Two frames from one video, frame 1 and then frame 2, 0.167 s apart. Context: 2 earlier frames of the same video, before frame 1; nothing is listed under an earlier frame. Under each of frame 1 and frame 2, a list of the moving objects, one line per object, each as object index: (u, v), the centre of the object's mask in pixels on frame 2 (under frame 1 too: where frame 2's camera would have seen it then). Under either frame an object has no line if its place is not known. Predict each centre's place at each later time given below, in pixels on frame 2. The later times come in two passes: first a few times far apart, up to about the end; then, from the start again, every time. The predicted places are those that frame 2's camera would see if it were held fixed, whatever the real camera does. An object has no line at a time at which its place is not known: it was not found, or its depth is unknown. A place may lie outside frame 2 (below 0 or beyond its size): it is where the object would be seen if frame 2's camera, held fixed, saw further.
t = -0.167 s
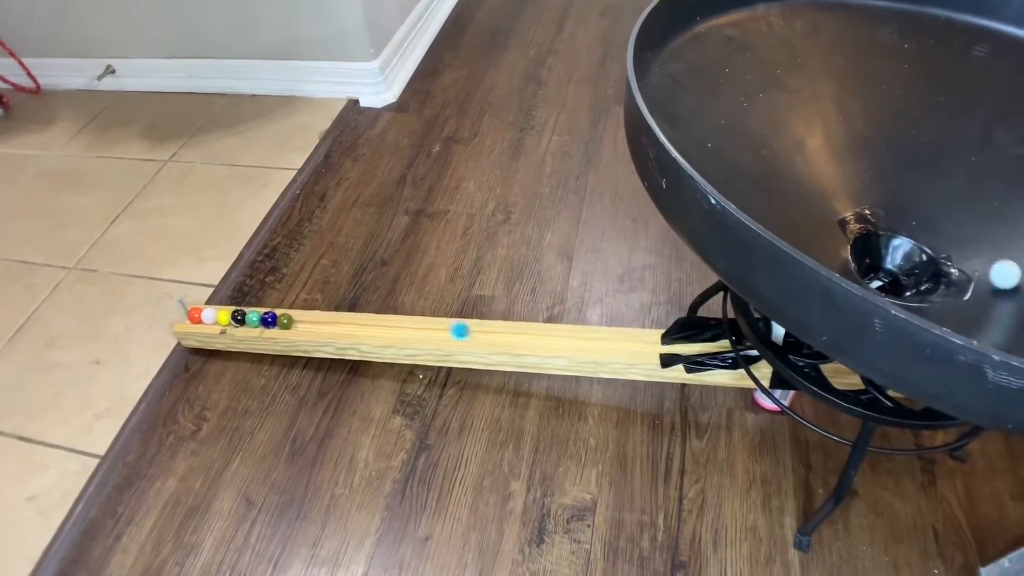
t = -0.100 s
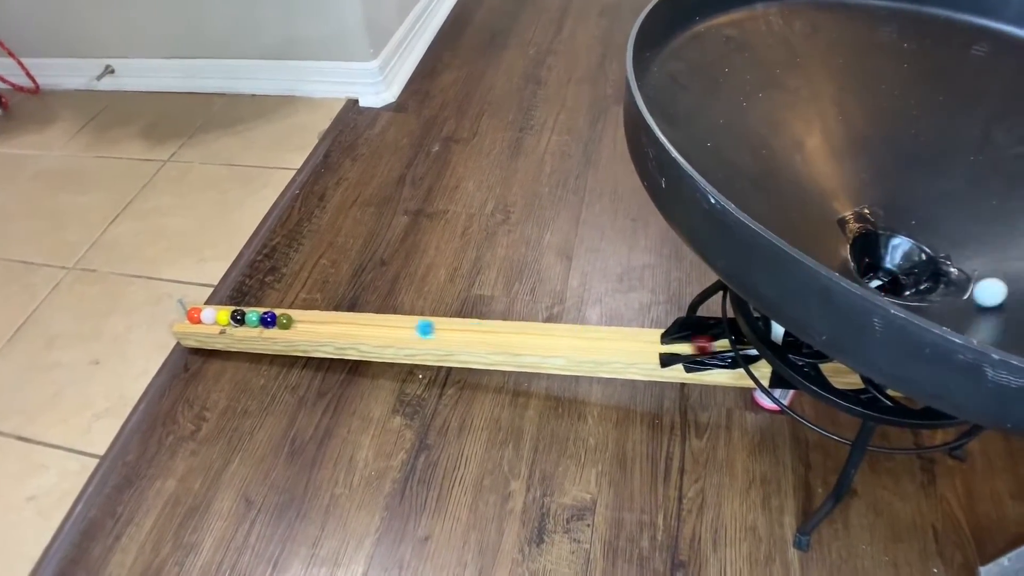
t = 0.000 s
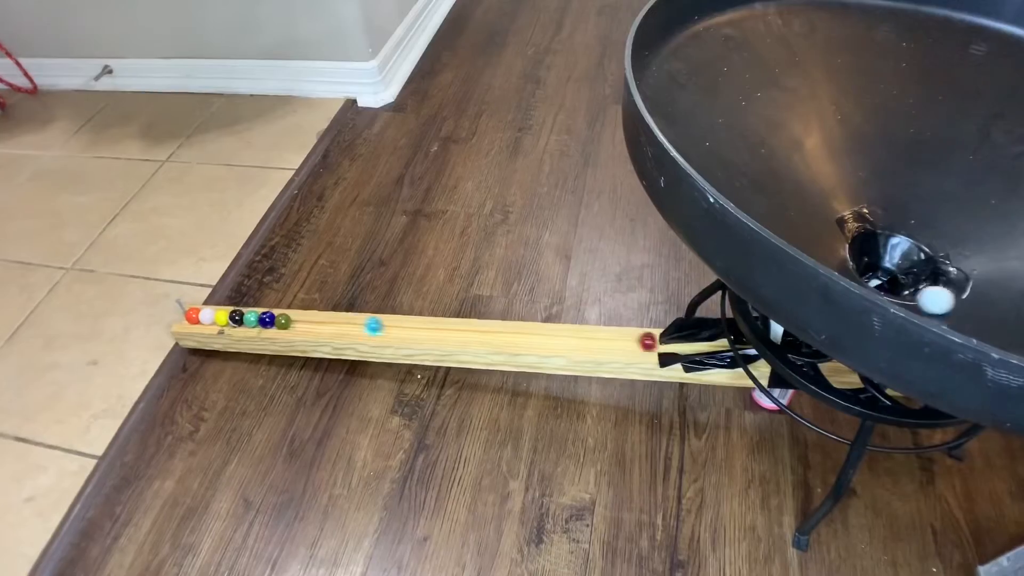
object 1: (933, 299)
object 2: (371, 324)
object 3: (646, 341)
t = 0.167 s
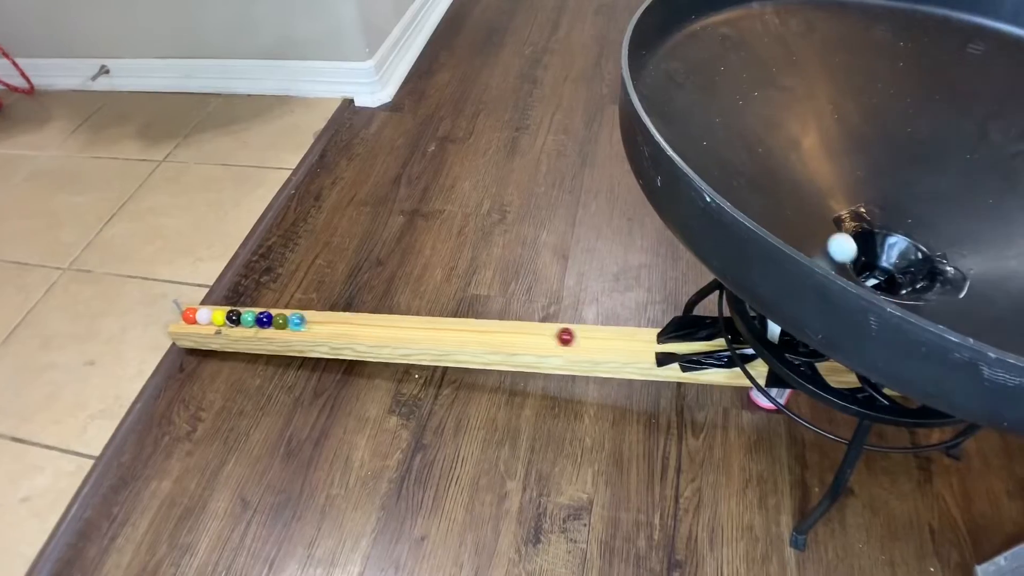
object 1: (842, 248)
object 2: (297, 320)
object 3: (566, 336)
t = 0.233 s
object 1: (836, 220)
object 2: (305, 321)
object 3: (534, 335)
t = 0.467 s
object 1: (925, 204)
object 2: (295, 322)
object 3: (428, 329)
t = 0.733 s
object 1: (965, 289)
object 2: (295, 321)
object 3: (314, 322)
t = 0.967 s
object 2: (295, 322)
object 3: (312, 322)
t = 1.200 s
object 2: (295, 322)
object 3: (311, 322)
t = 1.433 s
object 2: (295, 321)
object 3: (311, 322)
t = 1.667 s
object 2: (295, 322)
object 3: (311, 322)
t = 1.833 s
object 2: (295, 321)
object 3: (311, 322)
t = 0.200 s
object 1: (837, 234)
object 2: (304, 321)
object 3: (550, 335)
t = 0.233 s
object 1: (836, 220)
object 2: (305, 321)
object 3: (534, 335)
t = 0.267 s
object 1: (841, 209)
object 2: (302, 321)
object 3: (519, 334)
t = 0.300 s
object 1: (849, 201)
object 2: (300, 321)
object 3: (504, 333)
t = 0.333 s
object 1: (861, 196)
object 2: (298, 322)
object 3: (488, 332)
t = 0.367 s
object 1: (875, 194)
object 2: (297, 321)
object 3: (473, 332)
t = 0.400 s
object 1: (891, 195)
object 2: (296, 321)
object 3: (458, 331)
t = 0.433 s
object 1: (908, 198)
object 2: (295, 321)
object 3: (443, 330)
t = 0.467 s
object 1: (925, 204)
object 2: (295, 322)
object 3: (428, 329)
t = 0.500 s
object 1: (941, 212)
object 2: (295, 322)
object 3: (413, 328)
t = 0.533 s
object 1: (956, 222)
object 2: (295, 322)
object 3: (399, 327)
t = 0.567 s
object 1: (968, 234)
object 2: (295, 321)
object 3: (384, 326)
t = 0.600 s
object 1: (976, 246)
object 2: (295, 321)
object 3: (369, 326)
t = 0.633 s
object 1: (980, 258)
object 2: (295, 321)
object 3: (355, 325)
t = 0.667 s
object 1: (980, 270)
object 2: (295, 322)
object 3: (341, 324)
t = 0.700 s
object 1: (975, 281)
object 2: (295, 321)
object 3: (328, 323)
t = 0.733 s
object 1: (965, 289)
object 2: (295, 321)
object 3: (314, 322)
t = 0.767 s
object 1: (950, 294)
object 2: (296, 322)
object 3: (317, 322)
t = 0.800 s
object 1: (933, 296)
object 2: (298, 322)
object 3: (318, 322)
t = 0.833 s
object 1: (913, 294)
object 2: (298, 322)
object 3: (315, 323)
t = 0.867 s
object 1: (893, 289)
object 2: (298, 322)
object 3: (315, 323)
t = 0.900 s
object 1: (874, 280)
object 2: (297, 322)
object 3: (314, 322)
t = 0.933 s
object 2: (296, 322)
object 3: (313, 322)
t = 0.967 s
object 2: (295, 322)
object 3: (312, 322)
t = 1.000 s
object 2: (295, 322)
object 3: (311, 322)
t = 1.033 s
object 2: (295, 322)
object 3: (311, 322)
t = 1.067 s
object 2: (295, 322)
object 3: (311, 322)
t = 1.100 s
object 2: (295, 322)
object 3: (311, 322)
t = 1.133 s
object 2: (295, 322)
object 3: (311, 322)
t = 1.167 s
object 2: (295, 322)
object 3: (311, 322)
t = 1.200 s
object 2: (295, 322)
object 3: (311, 322)
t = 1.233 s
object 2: (295, 322)
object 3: (311, 322)
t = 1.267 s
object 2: (295, 322)
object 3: (311, 322)
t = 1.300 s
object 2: (295, 322)
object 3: (311, 322)
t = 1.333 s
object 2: (295, 321)
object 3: (311, 322)
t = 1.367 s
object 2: (295, 322)
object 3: (311, 322)
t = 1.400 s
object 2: (295, 322)
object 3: (311, 322)
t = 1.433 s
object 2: (295, 321)
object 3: (311, 322)
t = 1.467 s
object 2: (295, 322)
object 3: (311, 322)
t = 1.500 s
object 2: (295, 322)
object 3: (311, 322)
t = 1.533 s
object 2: (295, 321)
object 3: (311, 322)
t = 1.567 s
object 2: (295, 322)
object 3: (311, 322)
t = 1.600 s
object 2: (295, 322)
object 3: (311, 322)
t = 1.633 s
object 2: (295, 322)
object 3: (311, 322)
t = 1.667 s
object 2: (295, 322)
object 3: (311, 322)
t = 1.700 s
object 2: (295, 322)
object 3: (311, 322)
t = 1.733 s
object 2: (295, 321)
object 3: (311, 322)
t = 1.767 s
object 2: (295, 322)
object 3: (311, 322)
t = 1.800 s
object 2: (295, 322)
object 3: (311, 322)
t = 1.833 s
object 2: (295, 321)
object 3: (311, 322)
